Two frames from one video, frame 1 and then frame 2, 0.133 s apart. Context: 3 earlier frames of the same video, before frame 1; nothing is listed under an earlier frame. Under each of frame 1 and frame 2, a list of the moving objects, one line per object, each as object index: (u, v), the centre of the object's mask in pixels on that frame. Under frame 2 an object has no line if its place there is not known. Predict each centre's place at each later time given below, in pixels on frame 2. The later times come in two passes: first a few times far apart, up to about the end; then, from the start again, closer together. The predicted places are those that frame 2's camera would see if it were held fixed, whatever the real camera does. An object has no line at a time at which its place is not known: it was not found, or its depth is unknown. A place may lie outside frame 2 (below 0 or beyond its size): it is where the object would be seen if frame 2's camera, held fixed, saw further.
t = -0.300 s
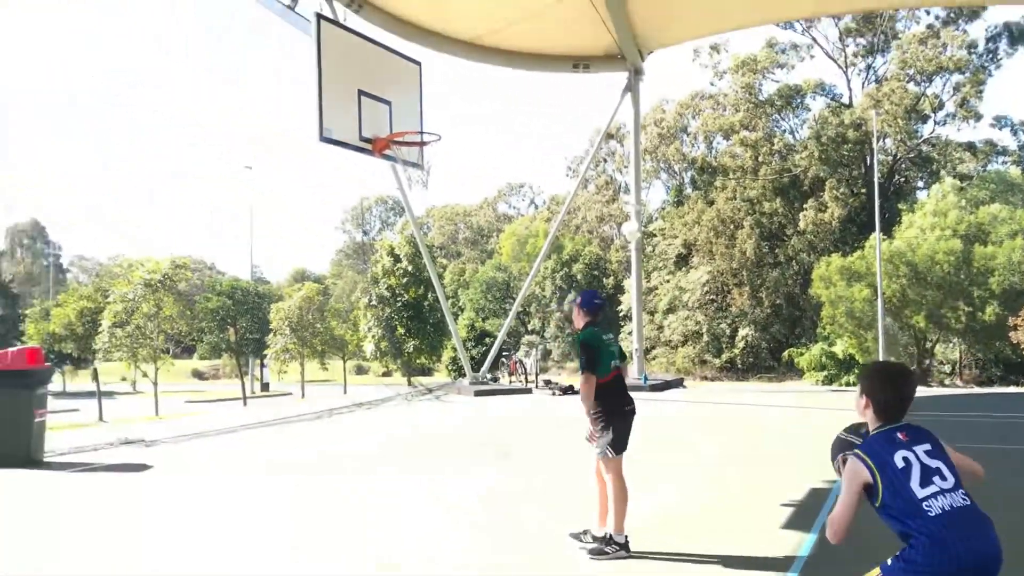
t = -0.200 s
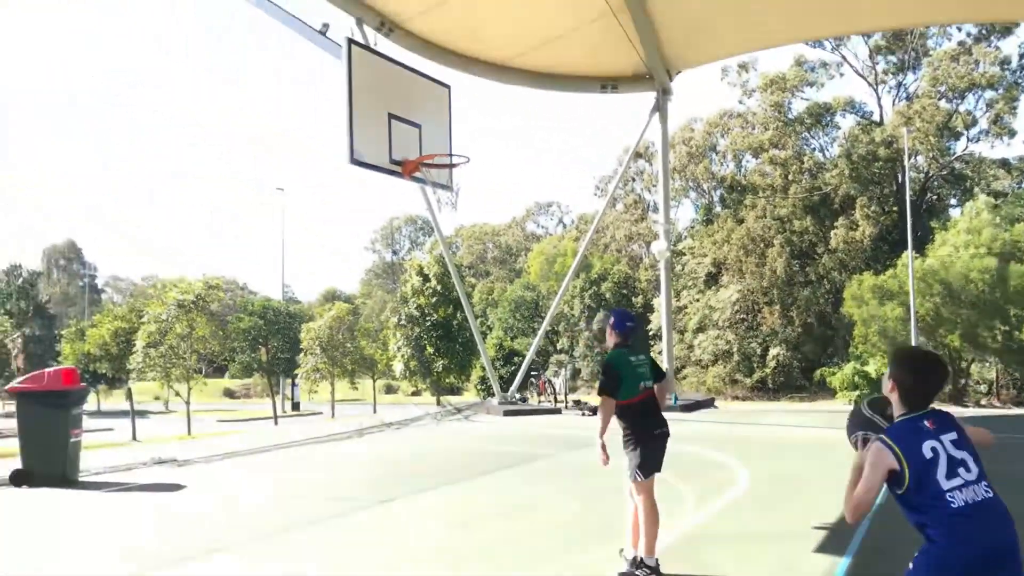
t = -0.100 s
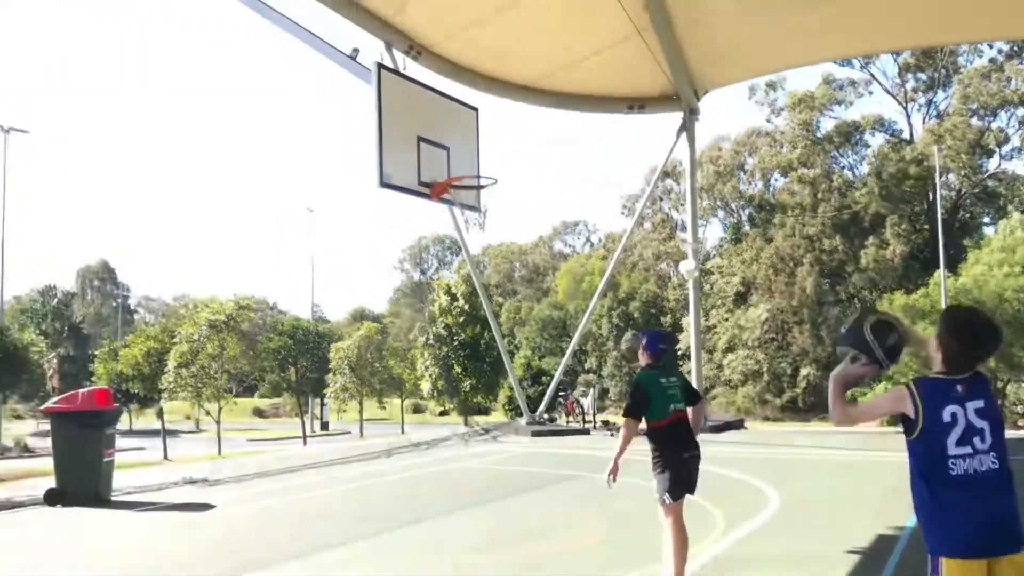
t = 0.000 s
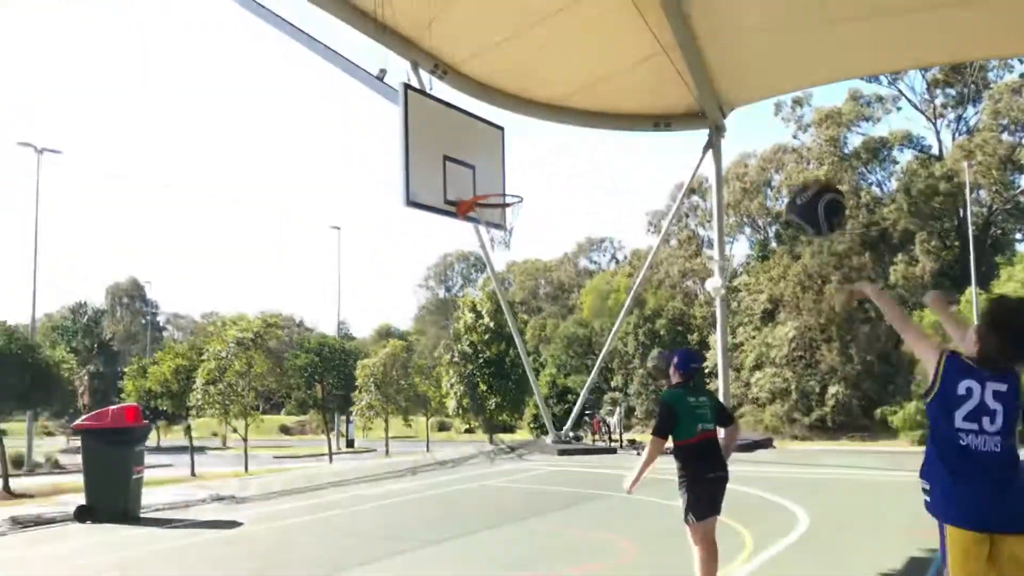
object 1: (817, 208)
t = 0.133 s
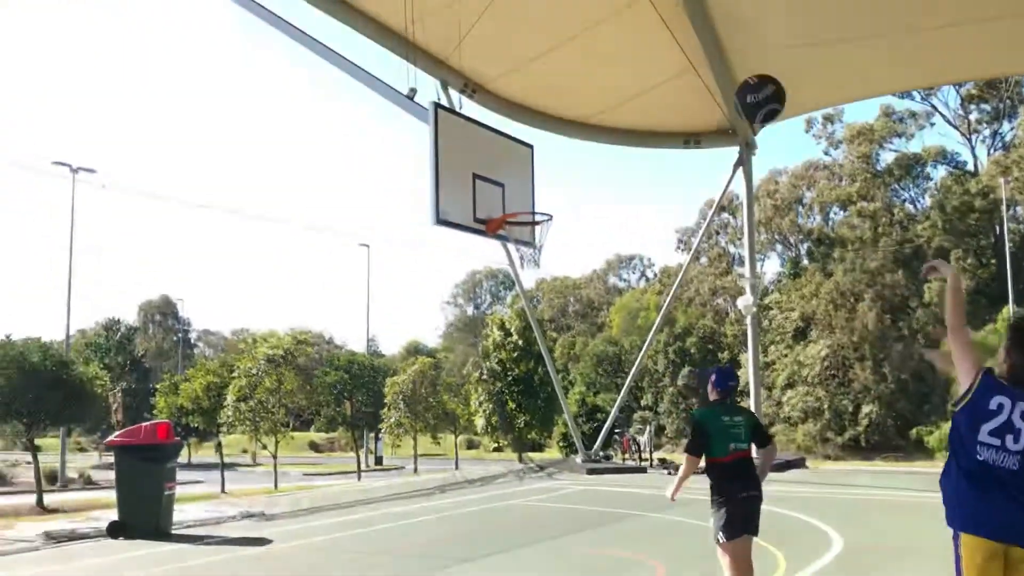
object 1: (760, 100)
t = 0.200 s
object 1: (726, 60)
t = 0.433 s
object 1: (636, 6)
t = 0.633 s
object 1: (582, 29)
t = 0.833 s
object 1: (542, 95)
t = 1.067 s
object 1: (507, 205)
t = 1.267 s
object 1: (526, 159)
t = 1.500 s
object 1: (555, 159)
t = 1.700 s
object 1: (579, 200)
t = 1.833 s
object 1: (595, 248)
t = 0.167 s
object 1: (743, 78)
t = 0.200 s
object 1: (726, 60)
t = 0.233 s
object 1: (711, 45)
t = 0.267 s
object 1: (696, 32)
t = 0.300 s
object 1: (683, 22)
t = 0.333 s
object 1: (670, 15)
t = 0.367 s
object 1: (658, 9)
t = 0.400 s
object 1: (647, 7)
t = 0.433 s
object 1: (636, 6)
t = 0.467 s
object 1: (626, 7)
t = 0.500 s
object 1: (616, 9)
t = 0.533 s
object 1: (607, 12)
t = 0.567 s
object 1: (598, 16)
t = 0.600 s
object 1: (590, 21)
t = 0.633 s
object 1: (582, 29)
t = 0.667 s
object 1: (574, 38)
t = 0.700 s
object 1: (567, 47)
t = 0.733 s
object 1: (561, 58)
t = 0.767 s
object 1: (554, 69)
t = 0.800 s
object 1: (548, 82)
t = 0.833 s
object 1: (542, 95)
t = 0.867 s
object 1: (537, 110)
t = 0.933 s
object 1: (526, 141)
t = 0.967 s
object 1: (521, 157)
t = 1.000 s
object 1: (516, 174)
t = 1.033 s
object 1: (511, 192)
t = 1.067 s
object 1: (507, 205)
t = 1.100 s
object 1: (509, 194)
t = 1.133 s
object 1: (510, 184)
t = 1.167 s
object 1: (513, 175)
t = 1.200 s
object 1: (517, 169)
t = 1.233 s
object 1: (521, 163)
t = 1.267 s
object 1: (526, 159)
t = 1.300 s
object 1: (530, 155)
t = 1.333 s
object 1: (534, 153)
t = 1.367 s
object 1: (538, 152)
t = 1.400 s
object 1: (543, 152)
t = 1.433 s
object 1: (547, 153)
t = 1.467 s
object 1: (551, 155)
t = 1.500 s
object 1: (555, 159)
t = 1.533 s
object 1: (559, 163)
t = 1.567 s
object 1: (563, 169)
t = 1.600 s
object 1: (567, 175)
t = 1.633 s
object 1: (571, 182)
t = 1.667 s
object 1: (575, 191)
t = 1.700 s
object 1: (579, 200)
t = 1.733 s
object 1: (583, 210)
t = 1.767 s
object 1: (587, 222)
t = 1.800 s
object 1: (591, 234)
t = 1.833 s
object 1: (595, 248)
